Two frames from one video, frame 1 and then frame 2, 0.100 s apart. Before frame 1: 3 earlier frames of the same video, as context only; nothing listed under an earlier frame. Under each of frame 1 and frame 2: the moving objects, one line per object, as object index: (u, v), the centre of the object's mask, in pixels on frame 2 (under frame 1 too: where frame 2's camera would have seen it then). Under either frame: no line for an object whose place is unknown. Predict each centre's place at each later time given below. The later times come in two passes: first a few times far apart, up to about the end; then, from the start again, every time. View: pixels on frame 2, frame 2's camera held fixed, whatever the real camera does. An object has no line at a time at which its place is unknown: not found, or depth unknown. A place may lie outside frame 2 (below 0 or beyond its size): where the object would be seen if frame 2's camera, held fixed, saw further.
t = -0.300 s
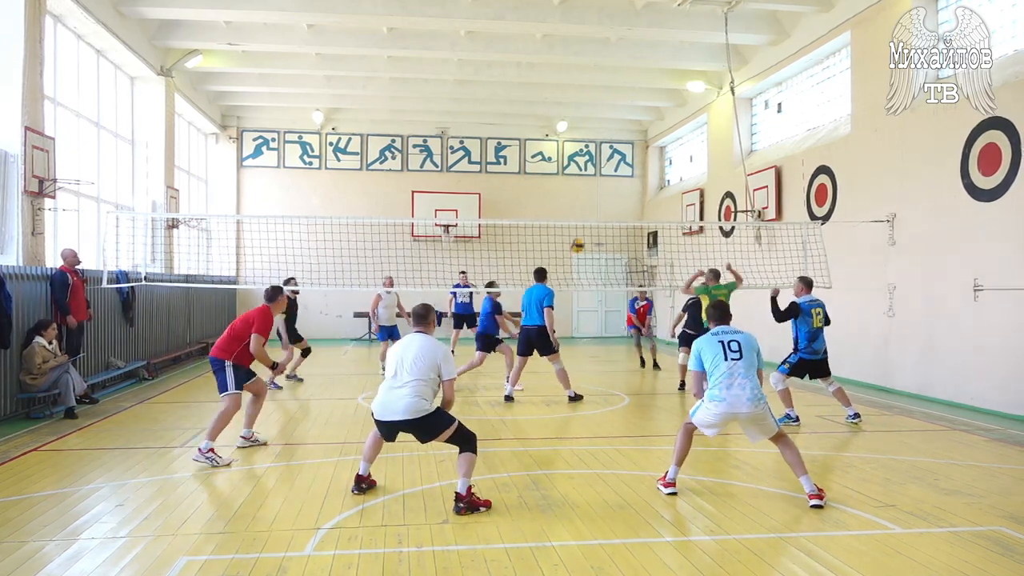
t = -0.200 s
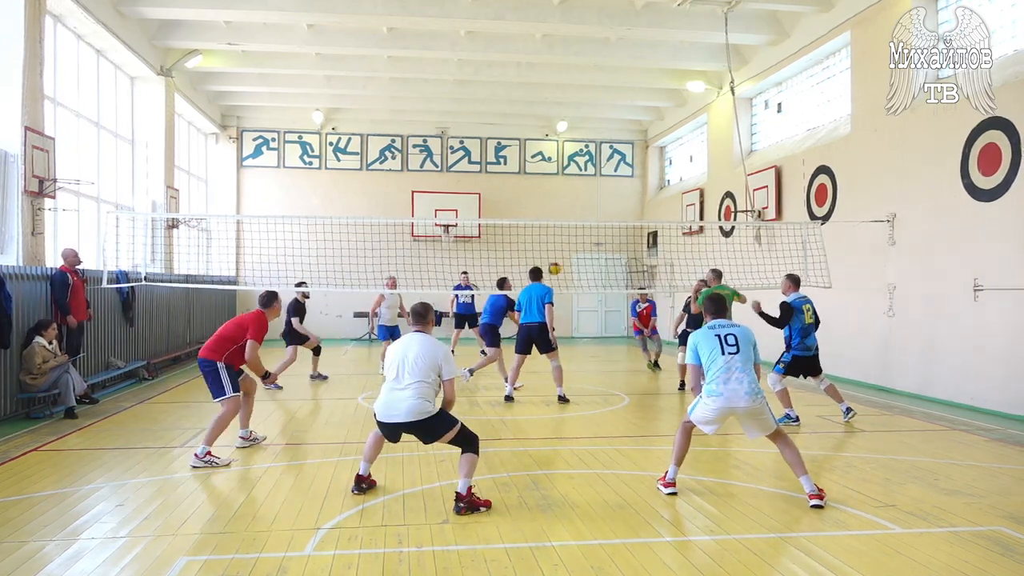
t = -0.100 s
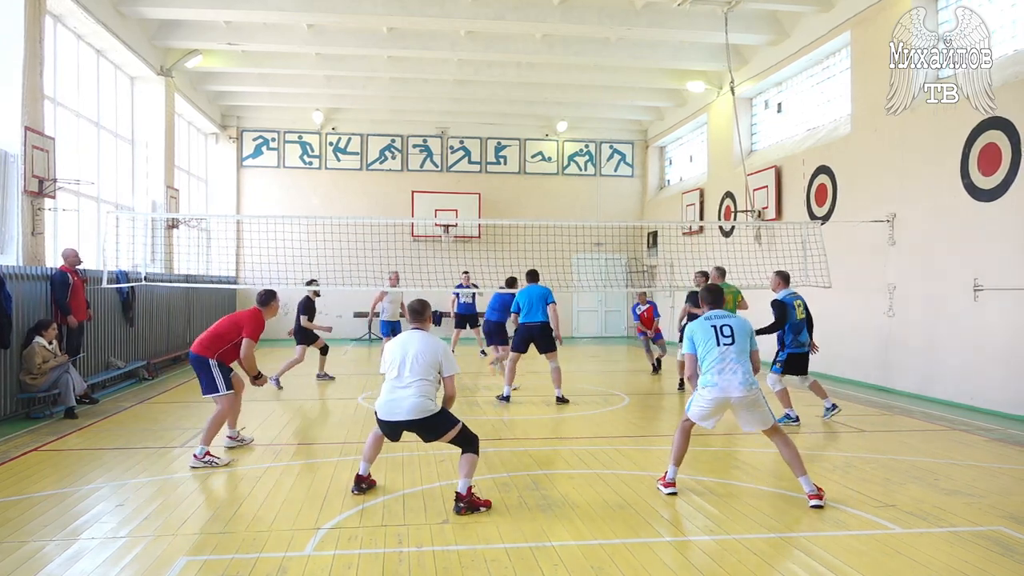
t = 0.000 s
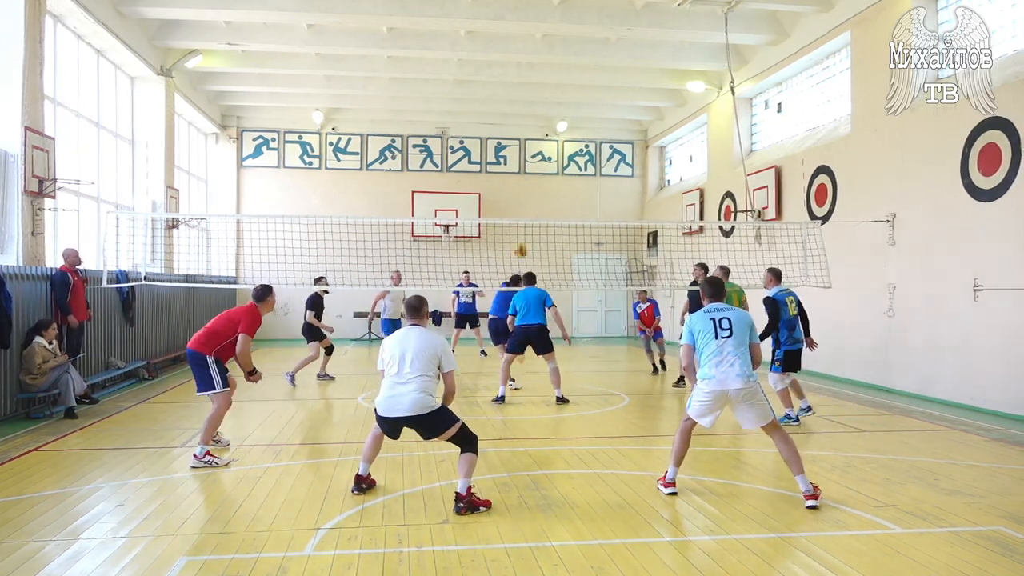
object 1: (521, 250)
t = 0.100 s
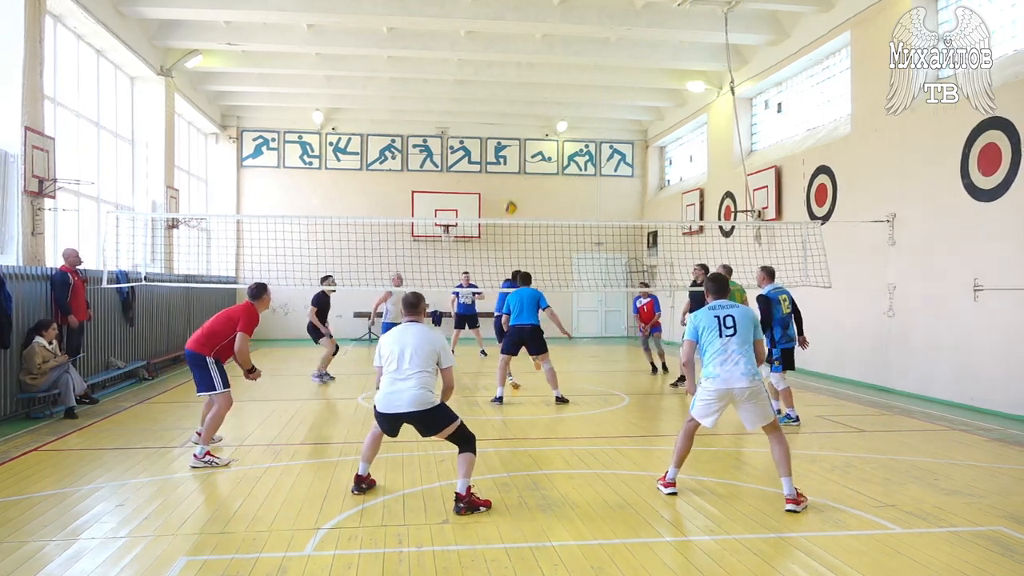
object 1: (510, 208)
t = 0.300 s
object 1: (489, 141)
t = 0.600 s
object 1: (460, 93)
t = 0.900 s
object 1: (431, 100)
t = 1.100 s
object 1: (413, 133)
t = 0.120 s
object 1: (509, 199)
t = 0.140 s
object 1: (506, 192)
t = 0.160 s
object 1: (504, 185)
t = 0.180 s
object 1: (502, 176)
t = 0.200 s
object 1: (500, 170)
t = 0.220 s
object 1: (499, 164)
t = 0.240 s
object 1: (496, 159)
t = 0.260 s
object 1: (494, 153)
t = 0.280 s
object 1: (492, 147)
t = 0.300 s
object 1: (489, 141)
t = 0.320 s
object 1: (488, 136)
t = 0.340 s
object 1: (486, 132)
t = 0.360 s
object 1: (484, 127)
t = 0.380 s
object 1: (481, 122)
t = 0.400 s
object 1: (479, 119)
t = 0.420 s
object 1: (478, 115)
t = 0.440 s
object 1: (475, 112)
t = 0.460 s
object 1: (473, 109)
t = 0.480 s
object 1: (471, 106)
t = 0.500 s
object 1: (470, 103)
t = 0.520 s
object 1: (467, 101)
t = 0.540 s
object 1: (466, 98)
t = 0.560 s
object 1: (464, 96)
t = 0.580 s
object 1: (462, 95)
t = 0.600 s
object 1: (460, 93)
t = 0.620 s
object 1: (457, 92)
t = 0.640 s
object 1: (455, 91)
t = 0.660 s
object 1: (454, 91)
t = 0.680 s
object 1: (452, 90)
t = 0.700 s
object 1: (450, 90)
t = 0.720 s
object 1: (448, 90)
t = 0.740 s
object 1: (446, 90)
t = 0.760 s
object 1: (444, 91)
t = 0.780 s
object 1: (441, 91)
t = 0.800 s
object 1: (440, 93)
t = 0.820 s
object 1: (439, 94)
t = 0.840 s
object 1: (436, 95)
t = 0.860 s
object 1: (435, 96)
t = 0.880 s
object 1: (432, 99)
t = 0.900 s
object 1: (431, 100)
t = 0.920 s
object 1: (429, 102)
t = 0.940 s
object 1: (427, 105)
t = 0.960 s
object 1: (426, 108)
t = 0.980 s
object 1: (424, 111)
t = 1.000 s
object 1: (421, 114)
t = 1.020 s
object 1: (420, 118)
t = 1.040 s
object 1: (418, 121)
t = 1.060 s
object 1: (417, 125)
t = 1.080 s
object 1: (415, 129)
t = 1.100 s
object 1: (413, 133)
